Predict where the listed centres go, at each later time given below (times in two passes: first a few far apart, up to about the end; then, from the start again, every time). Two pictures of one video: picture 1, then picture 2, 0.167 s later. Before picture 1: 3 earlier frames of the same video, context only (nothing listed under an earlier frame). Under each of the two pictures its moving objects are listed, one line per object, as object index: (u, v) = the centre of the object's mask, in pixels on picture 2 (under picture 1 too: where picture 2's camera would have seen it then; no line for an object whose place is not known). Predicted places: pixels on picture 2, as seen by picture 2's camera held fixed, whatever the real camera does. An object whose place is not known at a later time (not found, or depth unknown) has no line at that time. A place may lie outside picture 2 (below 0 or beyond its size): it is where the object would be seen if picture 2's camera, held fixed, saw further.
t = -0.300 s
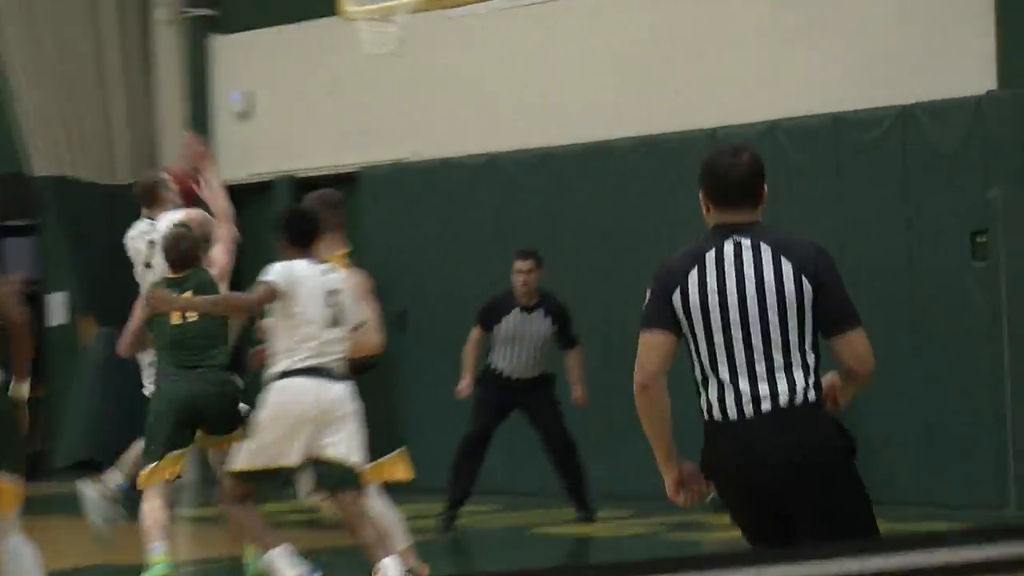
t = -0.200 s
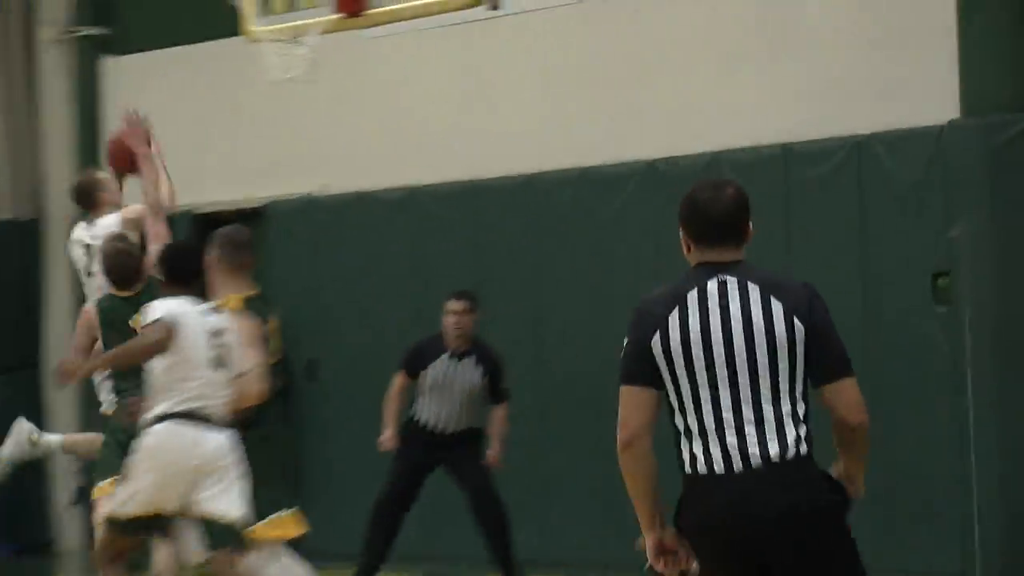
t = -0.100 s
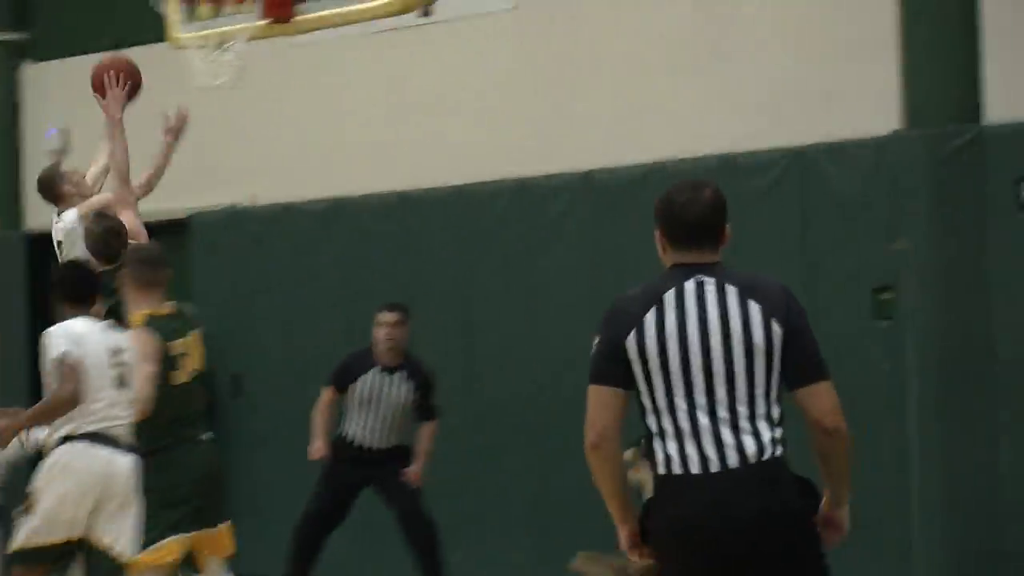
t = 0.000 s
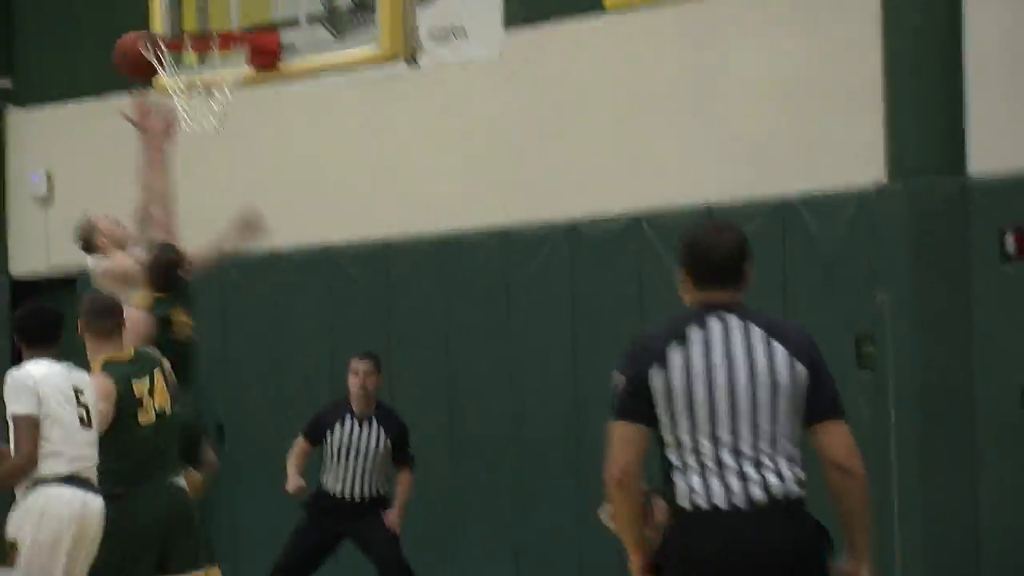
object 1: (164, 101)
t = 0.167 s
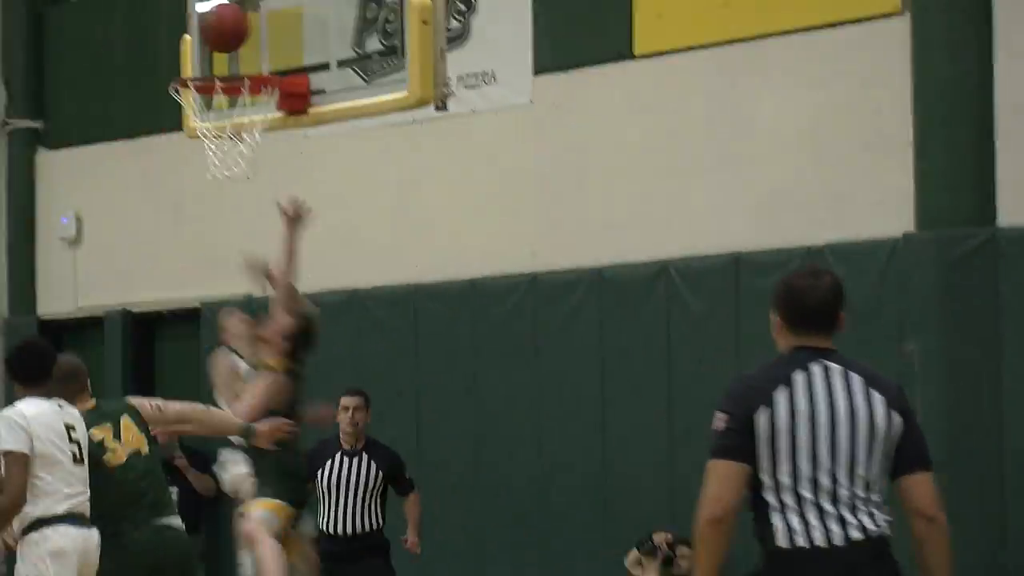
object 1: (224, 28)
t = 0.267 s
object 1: (220, 9)
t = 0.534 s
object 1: (206, 64)
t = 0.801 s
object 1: (224, 181)
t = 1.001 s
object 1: (258, 302)
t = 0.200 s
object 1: (224, 19)
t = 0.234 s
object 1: (221, 13)
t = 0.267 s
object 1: (220, 9)
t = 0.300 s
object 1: (218, 8)
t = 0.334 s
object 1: (216, 9)
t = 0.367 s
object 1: (215, 11)
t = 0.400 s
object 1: (213, 17)
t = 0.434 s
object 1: (211, 25)
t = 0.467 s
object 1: (210, 35)
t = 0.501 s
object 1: (208, 49)
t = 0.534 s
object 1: (206, 64)
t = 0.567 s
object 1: (203, 81)
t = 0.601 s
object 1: (203, 103)
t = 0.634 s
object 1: (203, 121)
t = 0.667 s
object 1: (205, 137)
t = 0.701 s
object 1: (210, 145)
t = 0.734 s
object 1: (214, 153)
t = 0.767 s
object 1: (219, 163)
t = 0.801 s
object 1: (224, 181)
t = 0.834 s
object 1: (230, 192)
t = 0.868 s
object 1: (235, 209)
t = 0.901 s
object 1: (241, 229)
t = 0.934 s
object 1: (246, 250)
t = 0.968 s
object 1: (252, 274)
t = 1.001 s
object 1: (258, 302)
